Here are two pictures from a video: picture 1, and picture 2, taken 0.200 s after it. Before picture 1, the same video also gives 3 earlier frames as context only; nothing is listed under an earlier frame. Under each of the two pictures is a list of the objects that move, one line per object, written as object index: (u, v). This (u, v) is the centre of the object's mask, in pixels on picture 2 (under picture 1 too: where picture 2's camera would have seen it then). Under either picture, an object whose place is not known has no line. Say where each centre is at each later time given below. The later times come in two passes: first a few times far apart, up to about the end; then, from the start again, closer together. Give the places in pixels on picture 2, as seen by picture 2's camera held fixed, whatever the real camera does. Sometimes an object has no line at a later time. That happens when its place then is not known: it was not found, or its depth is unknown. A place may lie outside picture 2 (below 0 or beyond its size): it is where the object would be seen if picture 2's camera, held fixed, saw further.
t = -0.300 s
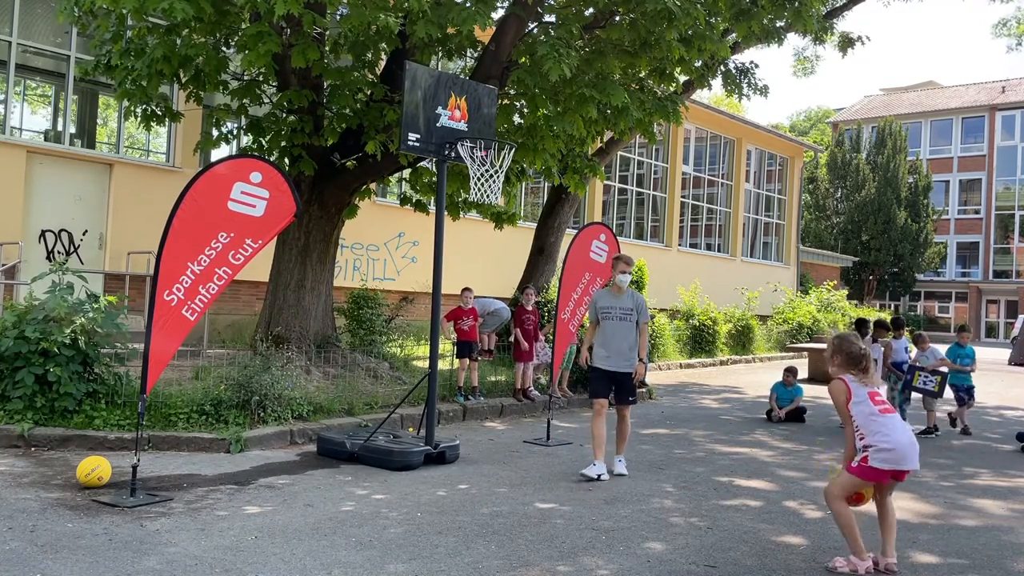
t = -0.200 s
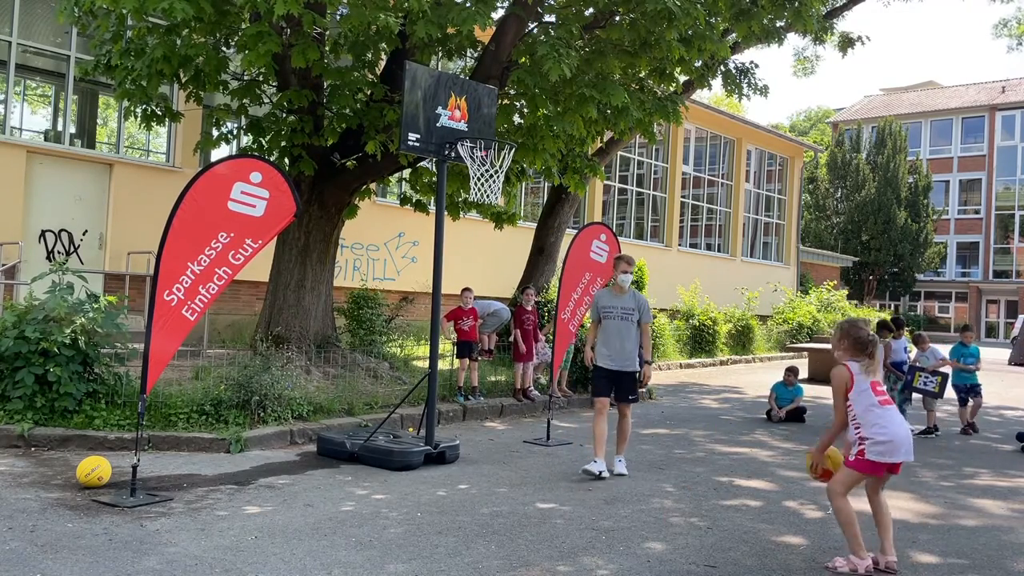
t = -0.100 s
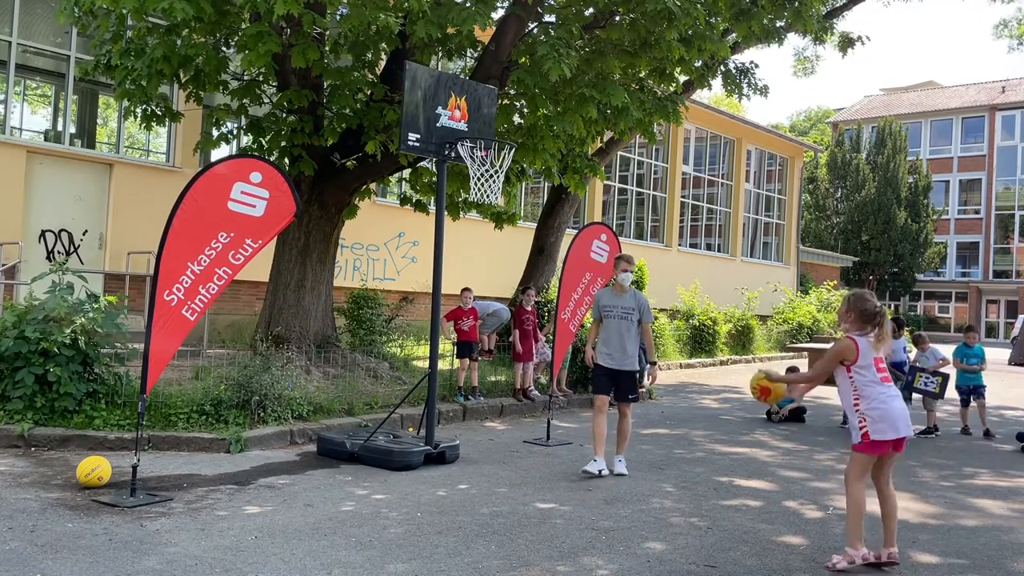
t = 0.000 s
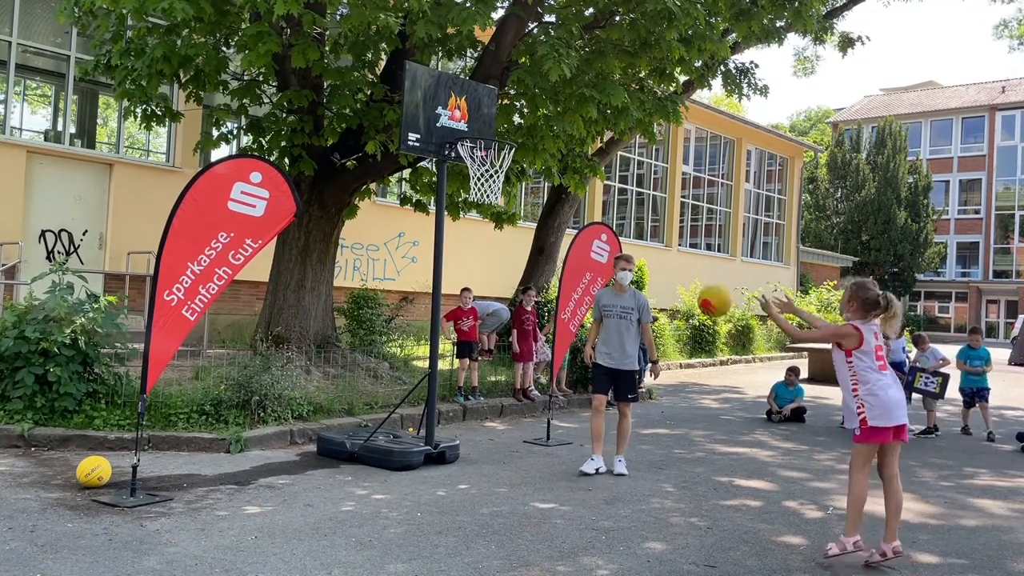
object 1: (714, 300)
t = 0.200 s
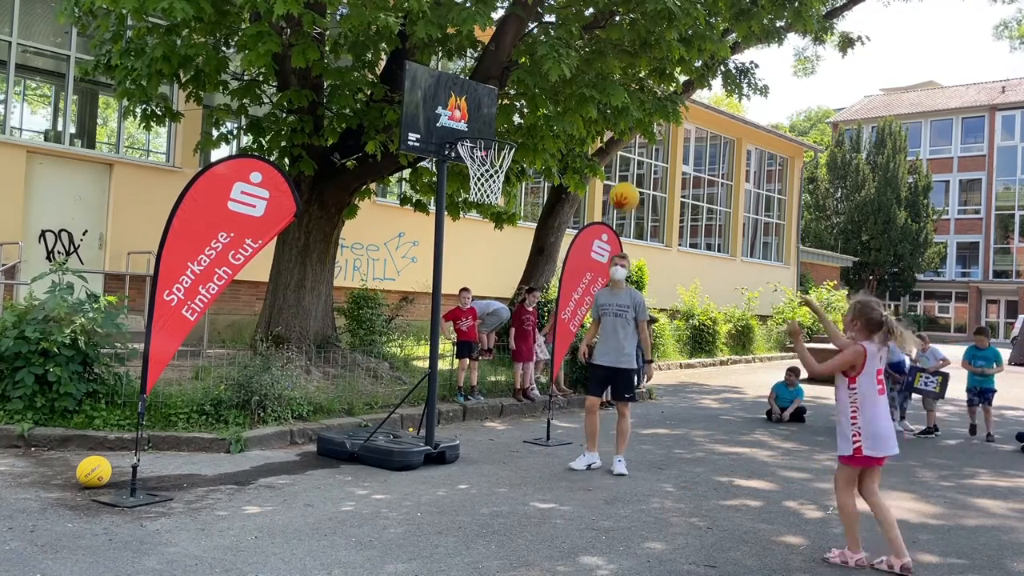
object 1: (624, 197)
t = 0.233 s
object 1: (611, 187)
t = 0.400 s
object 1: (549, 163)
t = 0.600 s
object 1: (498, 178)
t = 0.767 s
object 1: (470, 215)
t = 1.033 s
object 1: (424, 331)
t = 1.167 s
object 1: (411, 412)
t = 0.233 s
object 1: (611, 187)
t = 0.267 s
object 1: (598, 179)
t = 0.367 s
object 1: (560, 165)
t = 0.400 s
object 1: (549, 163)
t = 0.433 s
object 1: (538, 163)
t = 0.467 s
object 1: (527, 165)
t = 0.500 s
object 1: (516, 167)
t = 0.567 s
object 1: (503, 173)
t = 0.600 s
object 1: (498, 178)
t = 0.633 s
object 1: (494, 182)
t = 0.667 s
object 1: (486, 191)
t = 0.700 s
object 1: (480, 196)
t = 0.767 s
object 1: (470, 215)
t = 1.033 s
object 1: (424, 331)
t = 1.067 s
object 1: (422, 350)
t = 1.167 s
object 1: (411, 412)
